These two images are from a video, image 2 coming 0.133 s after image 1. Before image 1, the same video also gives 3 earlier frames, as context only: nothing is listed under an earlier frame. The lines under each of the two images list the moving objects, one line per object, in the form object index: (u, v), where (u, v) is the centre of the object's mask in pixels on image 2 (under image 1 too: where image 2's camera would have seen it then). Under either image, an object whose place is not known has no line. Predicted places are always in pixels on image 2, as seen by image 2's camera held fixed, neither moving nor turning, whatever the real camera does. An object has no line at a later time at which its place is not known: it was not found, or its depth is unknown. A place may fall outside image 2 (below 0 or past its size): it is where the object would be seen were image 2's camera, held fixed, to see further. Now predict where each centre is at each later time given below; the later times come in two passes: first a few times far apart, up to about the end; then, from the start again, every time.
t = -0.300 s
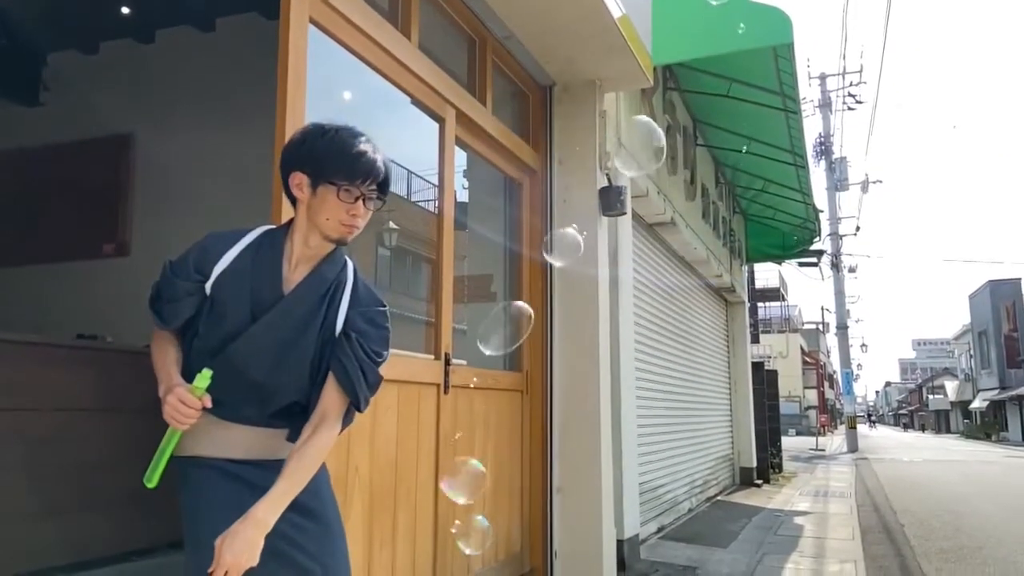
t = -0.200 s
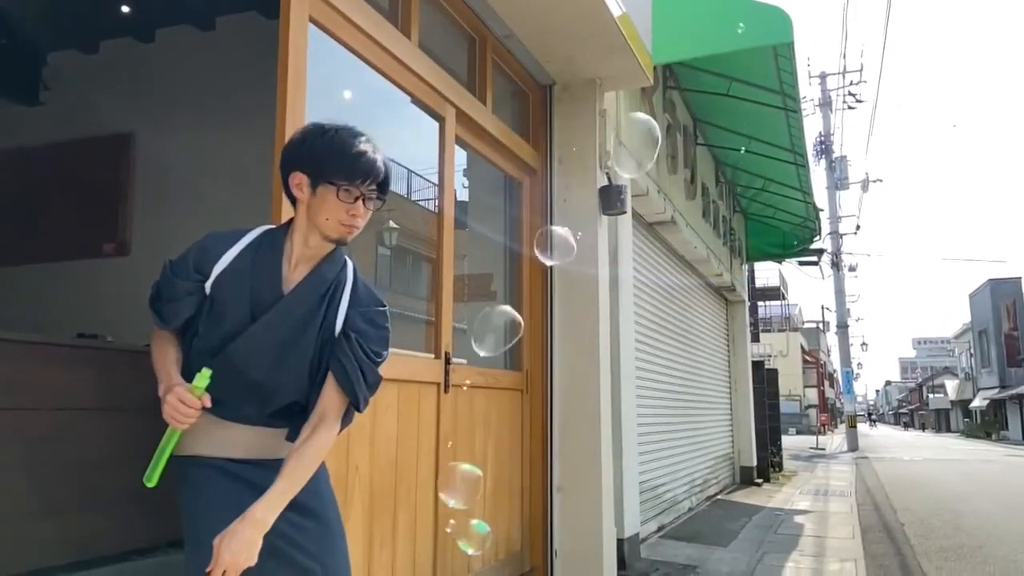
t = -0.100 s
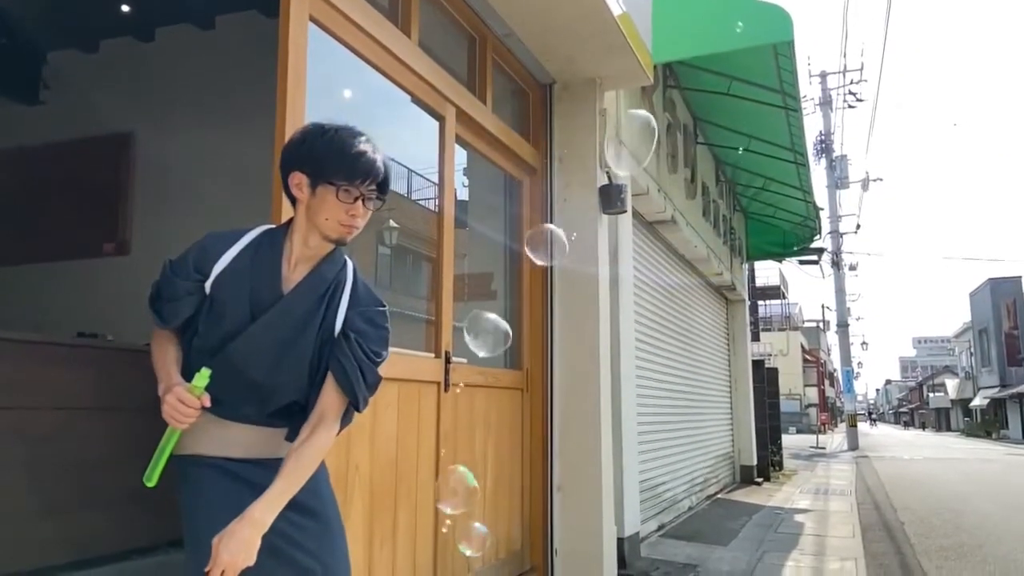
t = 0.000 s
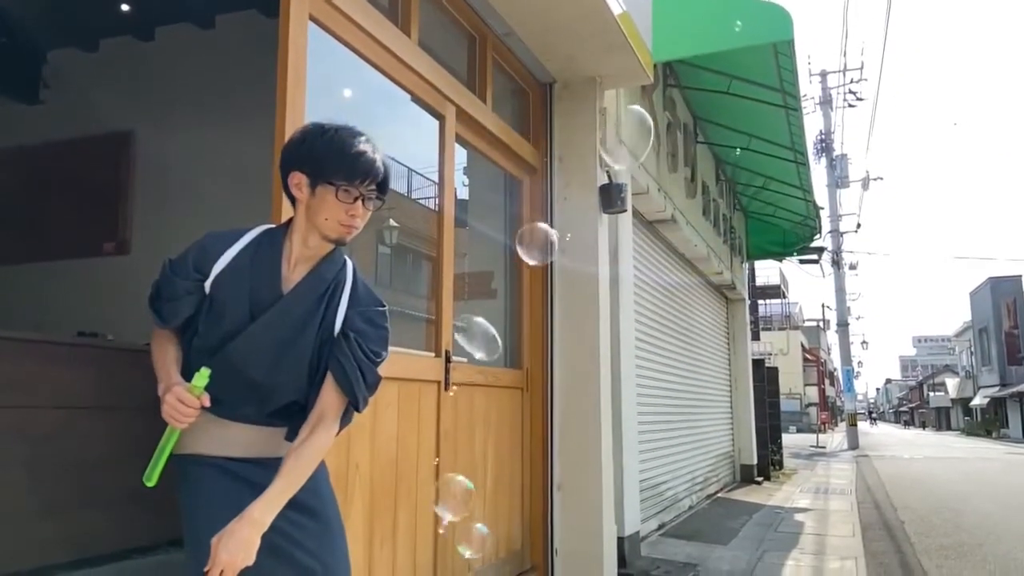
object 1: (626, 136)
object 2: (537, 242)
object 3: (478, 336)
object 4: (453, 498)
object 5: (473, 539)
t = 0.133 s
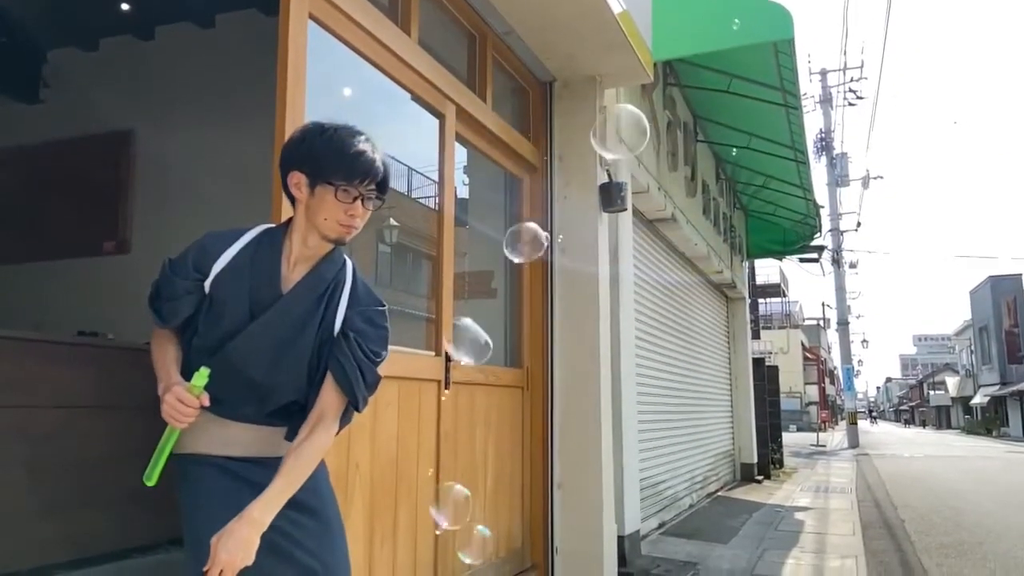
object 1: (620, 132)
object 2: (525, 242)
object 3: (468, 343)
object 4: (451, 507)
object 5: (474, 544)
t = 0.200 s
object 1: (617, 130)
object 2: (519, 242)
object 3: (461, 347)
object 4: (451, 511)
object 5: (474, 546)
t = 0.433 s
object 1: (605, 123)
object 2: (496, 242)
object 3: (445, 359)
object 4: (450, 525)
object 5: (479, 553)
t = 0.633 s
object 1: (596, 116)
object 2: (477, 244)
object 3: (432, 371)
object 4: (452, 536)
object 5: (485, 557)
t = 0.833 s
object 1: (584, 110)
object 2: (458, 248)
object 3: (416, 383)
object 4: (455, 548)
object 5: (491, 562)
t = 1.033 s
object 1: (574, 102)
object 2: (436, 250)
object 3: (410, 397)
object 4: (462, 557)
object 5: (499, 565)
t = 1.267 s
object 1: (562, 91)
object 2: (415, 258)
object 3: (395, 411)
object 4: (476, 565)
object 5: (507, 566)
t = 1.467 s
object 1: (552, 83)
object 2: (396, 267)
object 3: (389, 428)
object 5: (514, 567)
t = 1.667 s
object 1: (542, 73)
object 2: (380, 276)
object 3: (384, 442)
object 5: (526, 559)
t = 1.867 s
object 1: (530, 64)
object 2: (367, 289)
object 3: (381, 458)
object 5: (529, 555)
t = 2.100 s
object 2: (339, 300)
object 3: (379, 478)
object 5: (531, 552)
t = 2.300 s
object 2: (325, 315)
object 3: (378, 494)
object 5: (535, 549)
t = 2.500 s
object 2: (309, 328)
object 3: (381, 508)
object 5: (539, 551)
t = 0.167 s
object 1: (618, 131)
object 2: (522, 242)
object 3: (466, 345)
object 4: (451, 508)
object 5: (474, 545)
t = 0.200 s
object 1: (617, 130)
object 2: (519, 242)
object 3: (461, 347)
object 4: (451, 511)
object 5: (474, 546)
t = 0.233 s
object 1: (615, 129)
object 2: (515, 242)
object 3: (458, 348)
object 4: (451, 512)
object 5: (475, 547)
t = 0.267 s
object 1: (613, 128)
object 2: (512, 242)
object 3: (456, 349)
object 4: (450, 514)
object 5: (477, 548)
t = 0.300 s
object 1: (611, 128)
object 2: (509, 242)
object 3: (454, 350)
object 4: (451, 516)
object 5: (478, 549)
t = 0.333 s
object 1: (609, 127)
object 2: (506, 242)
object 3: (452, 352)
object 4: (450, 519)
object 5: (479, 551)
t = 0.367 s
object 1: (607, 125)
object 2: (503, 242)
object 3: (450, 353)
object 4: (449, 521)
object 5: (479, 552)
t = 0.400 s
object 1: (606, 124)
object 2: (499, 242)
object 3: (448, 355)
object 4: (450, 523)
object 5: (480, 553)
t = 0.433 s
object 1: (605, 123)
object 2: (496, 242)
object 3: (445, 359)
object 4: (450, 525)
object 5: (479, 553)
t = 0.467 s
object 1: (603, 122)
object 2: (493, 242)
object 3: (443, 361)
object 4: (450, 527)
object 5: (480, 553)
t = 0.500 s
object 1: (602, 120)
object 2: (490, 243)
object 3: (441, 363)
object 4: (451, 528)
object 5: (481, 554)
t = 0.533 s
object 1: (600, 120)
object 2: (486, 243)
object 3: (441, 365)
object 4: (451, 530)
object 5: (482, 555)
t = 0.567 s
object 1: (599, 118)
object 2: (483, 243)
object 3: (437, 367)
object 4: (451, 532)
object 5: (483, 556)
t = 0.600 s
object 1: (597, 117)
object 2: (480, 243)
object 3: (435, 370)
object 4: (452, 534)
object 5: (484, 556)
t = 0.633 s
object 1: (596, 116)
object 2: (477, 244)
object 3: (432, 371)
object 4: (452, 536)
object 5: (485, 557)
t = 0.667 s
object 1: (594, 114)
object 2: (474, 244)
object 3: (429, 373)
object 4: (452, 538)
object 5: (485, 558)
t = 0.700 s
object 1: (593, 113)
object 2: (471, 244)
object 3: (426, 375)
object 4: (453, 540)
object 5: (486, 560)
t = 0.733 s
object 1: (590, 112)
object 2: (469, 246)
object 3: (423, 379)
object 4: (453, 542)
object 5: (487, 560)
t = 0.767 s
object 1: (588, 111)
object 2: (466, 247)
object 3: (421, 380)
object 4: (453, 544)
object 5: (488, 561)
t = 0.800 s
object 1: (586, 110)
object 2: (462, 247)
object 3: (418, 381)
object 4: (454, 546)
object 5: (490, 561)
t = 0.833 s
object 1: (584, 110)
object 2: (458, 248)
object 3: (416, 383)
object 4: (455, 548)
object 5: (491, 562)
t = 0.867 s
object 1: (583, 108)
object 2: (454, 248)
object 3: (415, 385)
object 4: (457, 549)
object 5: (492, 562)
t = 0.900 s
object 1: (581, 107)
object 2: (450, 247)
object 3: (414, 388)
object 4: (458, 551)
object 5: (494, 563)
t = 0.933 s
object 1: (579, 106)
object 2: (446, 248)
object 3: (414, 390)
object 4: (458, 552)
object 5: (494, 564)
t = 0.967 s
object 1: (578, 105)
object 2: (443, 248)
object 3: (413, 392)
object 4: (460, 554)
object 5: (496, 564)
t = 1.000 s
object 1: (576, 104)
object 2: (440, 250)
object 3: (410, 394)
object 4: (461, 556)
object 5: (497, 565)
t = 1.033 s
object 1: (574, 102)
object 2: (436, 250)
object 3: (410, 397)
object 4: (462, 557)
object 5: (499, 565)
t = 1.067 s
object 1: (573, 100)
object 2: (433, 251)
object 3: (405, 397)
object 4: (467, 559)
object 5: (500, 565)
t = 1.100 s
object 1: (571, 99)
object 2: (430, 252)
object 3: (403, 400)
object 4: (469, 561)
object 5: (501, 565)
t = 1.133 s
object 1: (569, 97)
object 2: (426, 253)
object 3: (402, 402)
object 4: (470, 562)
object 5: (502, 566)
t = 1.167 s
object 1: (568, 96)
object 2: (423, 255)
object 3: (400, 405)
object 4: (471, 562)
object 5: (503, 566)
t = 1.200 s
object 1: (566, 94)
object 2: (420, 256)
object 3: (398, 407)
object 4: (473, 563)
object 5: (505, 566)
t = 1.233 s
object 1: (564, 93)
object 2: (417, 257)
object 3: (396, 409)
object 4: (474, 564)
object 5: (505, 566)
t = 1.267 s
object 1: (562, 91)
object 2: (415, 258)
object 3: (395, 411)
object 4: (476, 565)
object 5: (507, 566)
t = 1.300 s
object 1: (560, 90)
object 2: (412, 260)
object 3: (394, 414)
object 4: (478, 565)
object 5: (508, 567)
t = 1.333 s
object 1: (558, 89)
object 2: (408, 262)
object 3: (392, 416)
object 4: (480, 566)
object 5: (510, 567)
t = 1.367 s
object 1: (556, 87)
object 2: (405, 263)
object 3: (392, 420)
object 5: (511, 567)
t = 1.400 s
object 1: (555, 86)
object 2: (403, 265)
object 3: (391, 423)
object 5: (512, 567)
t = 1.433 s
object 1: (553, 85)
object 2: (399, 266)
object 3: (390, 425)
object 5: (512, 567)
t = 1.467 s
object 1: (552, 83)
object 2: (396, 267)
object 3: (389, 428)
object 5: (514, 567)
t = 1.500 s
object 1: (550, 81)
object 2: (393, 268)
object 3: (387, 430)
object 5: (515, 567)
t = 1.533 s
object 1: (548, 80)
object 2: (390, 270)
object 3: (386, 433)
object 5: (517, 567)
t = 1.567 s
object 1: (547, 78)
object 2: (387, 271)
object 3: (386, 435)
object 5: (518, 567)
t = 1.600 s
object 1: (545, 76)
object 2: (385, 273)
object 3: (385, 437)
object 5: (516, 566)
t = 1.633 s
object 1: (543, 74)
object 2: (382, 274)
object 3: (384, 439)
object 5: (520, 566)
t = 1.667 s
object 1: (542, 73)
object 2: (380, 276)
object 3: (384, 442)
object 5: (526, 559)
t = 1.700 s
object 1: (540, 71)
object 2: (377, 278)
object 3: (383, 444)
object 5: (528, 559)
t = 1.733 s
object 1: (538, 70)
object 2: (375, 280)
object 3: (383, 447)
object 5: (528, 557)
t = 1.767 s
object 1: (536, 68)
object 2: (373, 282)
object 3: (382, 450)
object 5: (528, 557)
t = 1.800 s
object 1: (534, 67)
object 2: (371, 285)
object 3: (382, 452)
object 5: (528, 556)
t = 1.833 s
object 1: (532, 66)
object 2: (369, 287)
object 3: (381, 455)
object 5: (528, 556)
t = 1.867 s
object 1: (530, 64)
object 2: (367, 289)
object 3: (381, 458)
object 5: (529, 555)
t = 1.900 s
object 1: (528, 63)
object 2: (366, 291)
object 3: (380, 460)
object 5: (529, 554)
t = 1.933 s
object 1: (527, 61)
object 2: (357, 293)
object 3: (380, 463)
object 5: (529, 554)
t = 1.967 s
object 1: (525, 59)
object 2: (355, 295)
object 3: (380, 466)
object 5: (530, 554)
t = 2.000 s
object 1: (523, 57)
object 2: (352, 296)
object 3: (379, 469)
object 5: (530, 553)
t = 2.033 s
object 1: (522, 55)
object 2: (349, 298)
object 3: (379, 472)
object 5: (531, 553)
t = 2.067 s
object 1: (520, 53)
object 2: (347, 300)
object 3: (379, 476)
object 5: (531, 553)
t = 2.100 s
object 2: (339, 300)
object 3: (379, 478)
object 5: (531, 552)
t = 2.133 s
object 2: (337, 305)
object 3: (379, 481)
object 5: (532, 551)
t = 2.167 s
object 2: (336, 307)
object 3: (379, 484)
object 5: (533, 550)
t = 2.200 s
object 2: (334, 309)
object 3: (379, 487)
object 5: (533, 549)
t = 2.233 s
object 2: (330, 311)
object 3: (379, 489)
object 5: (534, 549)
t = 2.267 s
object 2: (328, 313)
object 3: (379, 492)
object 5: (534, 549)
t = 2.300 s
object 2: (325, 315)
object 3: (378, 494)
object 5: (535, 549)
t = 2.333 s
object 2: (323, 318)
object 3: (379, 497)
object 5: (535, 548)
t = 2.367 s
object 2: (320, 320)
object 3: (380, 499)
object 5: (535, 554)
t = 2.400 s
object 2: (317, 322)
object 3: (380, 502)
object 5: (536, 553)
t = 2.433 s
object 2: (314, 324)
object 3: (381, 504)
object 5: (537, 552)
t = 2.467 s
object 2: (311, 326)
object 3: (381, 506)
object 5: (538, 552)
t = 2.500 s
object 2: (309, 328)
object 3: (381, 508)
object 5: (539, 551)
